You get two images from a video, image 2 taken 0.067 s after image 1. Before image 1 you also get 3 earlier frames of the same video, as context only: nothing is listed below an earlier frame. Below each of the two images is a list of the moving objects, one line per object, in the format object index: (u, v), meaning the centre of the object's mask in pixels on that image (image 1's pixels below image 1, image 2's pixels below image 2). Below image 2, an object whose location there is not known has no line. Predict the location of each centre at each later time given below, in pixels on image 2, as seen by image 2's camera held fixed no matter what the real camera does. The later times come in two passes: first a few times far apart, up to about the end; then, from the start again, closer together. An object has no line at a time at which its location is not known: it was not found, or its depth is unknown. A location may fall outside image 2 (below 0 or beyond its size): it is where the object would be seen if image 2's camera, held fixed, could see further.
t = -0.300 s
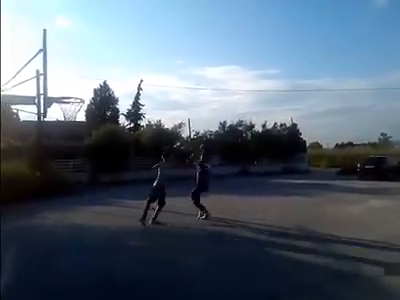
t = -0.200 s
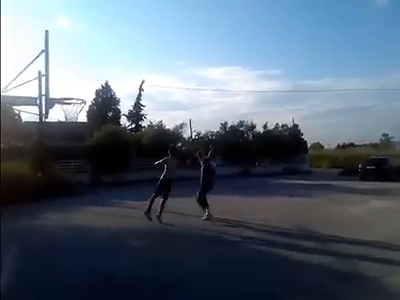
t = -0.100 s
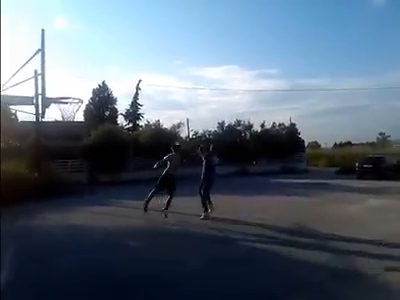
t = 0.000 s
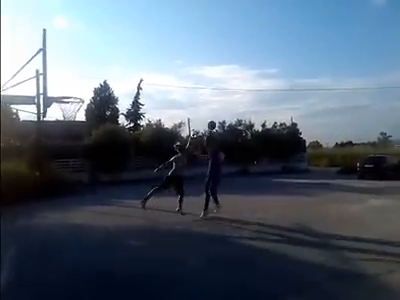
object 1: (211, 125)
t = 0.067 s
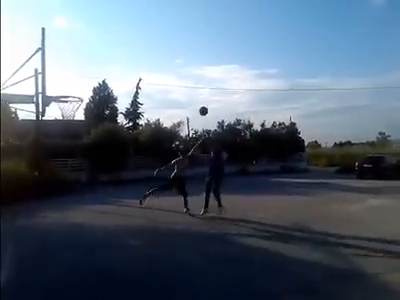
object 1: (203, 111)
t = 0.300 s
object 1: (175, 72)
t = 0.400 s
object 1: (162, 61)
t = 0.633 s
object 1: (128, 49)
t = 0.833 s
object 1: (96, 59)
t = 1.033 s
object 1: (60, 91)
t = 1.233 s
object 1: (95, 77)
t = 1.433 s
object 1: (124, 82)
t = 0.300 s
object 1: (175, 72)
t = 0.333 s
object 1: (171, 68)
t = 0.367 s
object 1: (167, 64)
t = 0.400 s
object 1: (162, 61)
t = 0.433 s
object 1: (158, 58)
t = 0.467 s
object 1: (153, 55)
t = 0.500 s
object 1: (148, 53)
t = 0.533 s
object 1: (144, 51)
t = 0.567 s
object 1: (139, 50)
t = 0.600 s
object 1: (134, 49)
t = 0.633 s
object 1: (128, 49)
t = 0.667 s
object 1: (123, 49)
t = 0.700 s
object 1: (118, 50)
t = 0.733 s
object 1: (112, 51)
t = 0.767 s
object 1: (107, 53)
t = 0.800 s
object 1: (102, 56)
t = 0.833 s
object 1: (96, 59)
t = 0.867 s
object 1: (90, 63)
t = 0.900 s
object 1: (84, 67)
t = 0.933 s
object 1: (78, 72)
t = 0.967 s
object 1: (72, 78)
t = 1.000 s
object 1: (65, 85)
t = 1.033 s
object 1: (60, 91)
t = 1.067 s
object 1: (66, 88)
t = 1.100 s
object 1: (72, 85)
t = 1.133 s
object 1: (78, 82)
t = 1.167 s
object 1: (84, 80)
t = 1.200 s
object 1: (89, 78)
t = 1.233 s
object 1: (95, 77)
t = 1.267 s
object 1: (101, 76)
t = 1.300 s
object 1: (106, 76)
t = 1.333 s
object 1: (111, 77)
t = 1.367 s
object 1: (115, 78)
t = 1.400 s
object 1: (120, 80)
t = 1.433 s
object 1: (124, 82)
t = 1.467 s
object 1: (129, 84)
